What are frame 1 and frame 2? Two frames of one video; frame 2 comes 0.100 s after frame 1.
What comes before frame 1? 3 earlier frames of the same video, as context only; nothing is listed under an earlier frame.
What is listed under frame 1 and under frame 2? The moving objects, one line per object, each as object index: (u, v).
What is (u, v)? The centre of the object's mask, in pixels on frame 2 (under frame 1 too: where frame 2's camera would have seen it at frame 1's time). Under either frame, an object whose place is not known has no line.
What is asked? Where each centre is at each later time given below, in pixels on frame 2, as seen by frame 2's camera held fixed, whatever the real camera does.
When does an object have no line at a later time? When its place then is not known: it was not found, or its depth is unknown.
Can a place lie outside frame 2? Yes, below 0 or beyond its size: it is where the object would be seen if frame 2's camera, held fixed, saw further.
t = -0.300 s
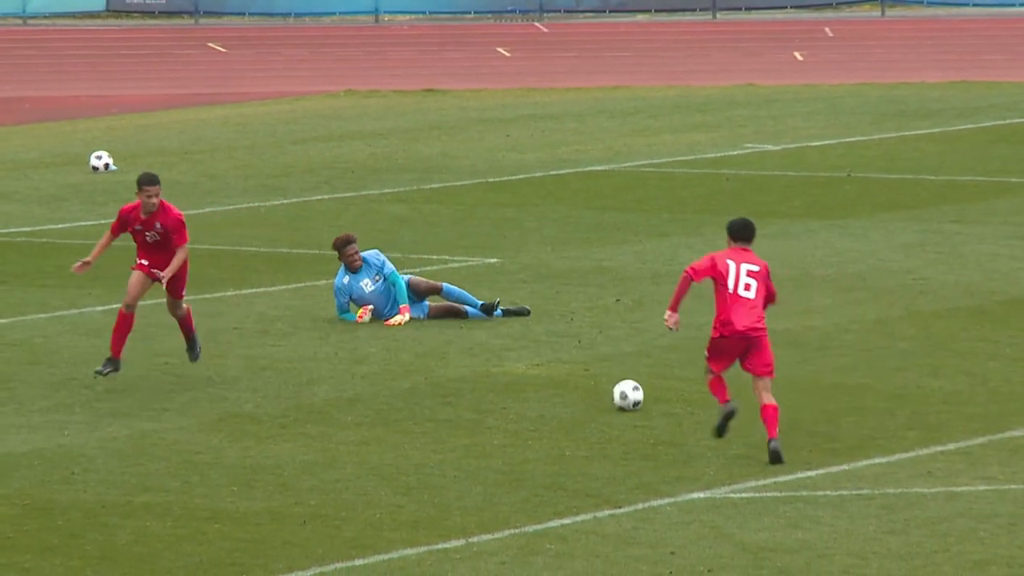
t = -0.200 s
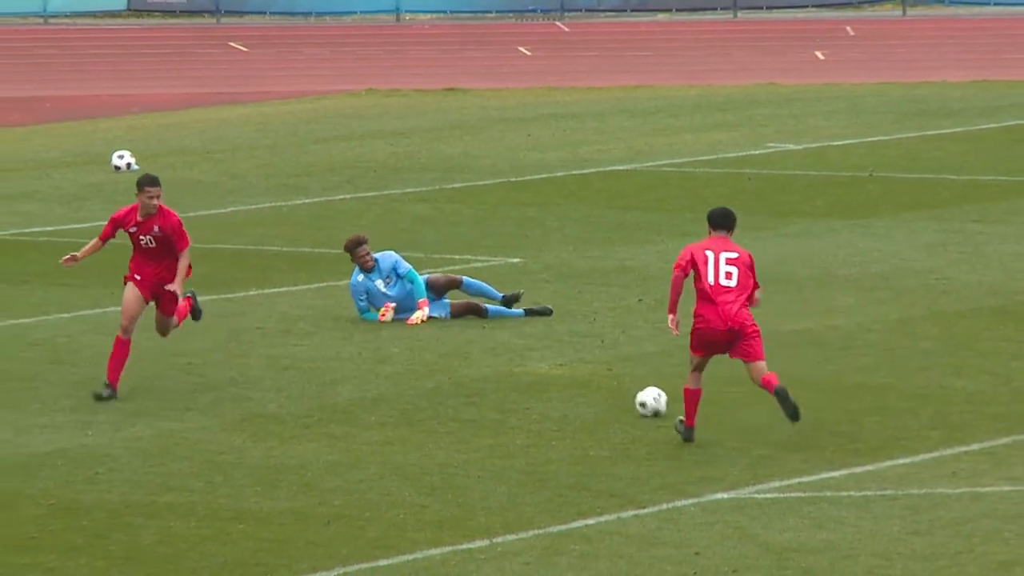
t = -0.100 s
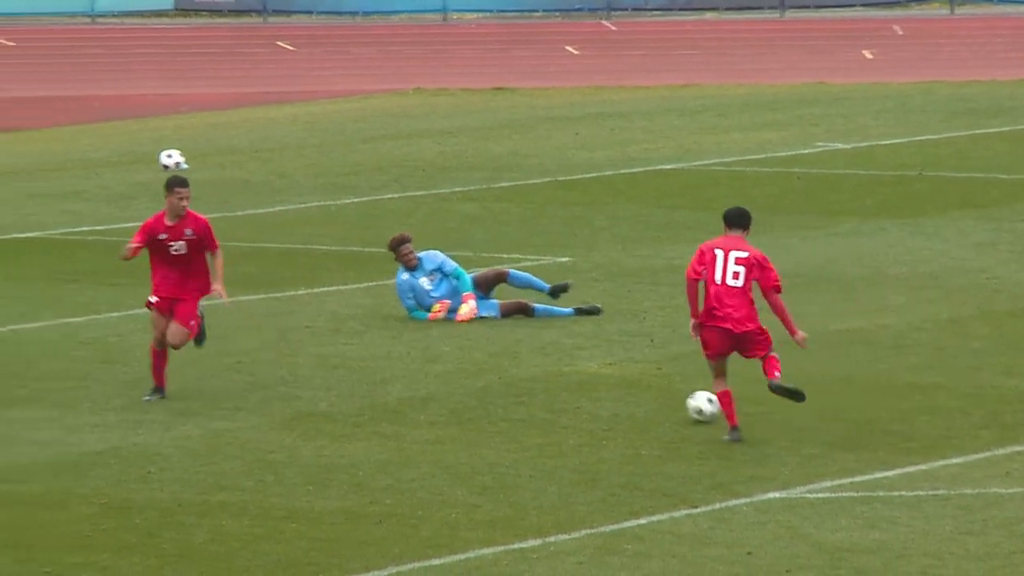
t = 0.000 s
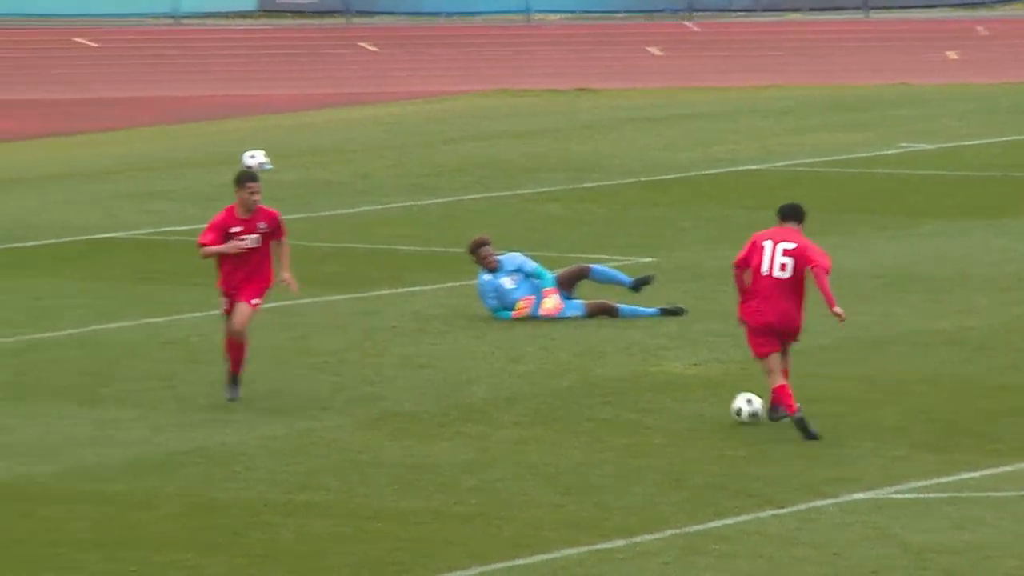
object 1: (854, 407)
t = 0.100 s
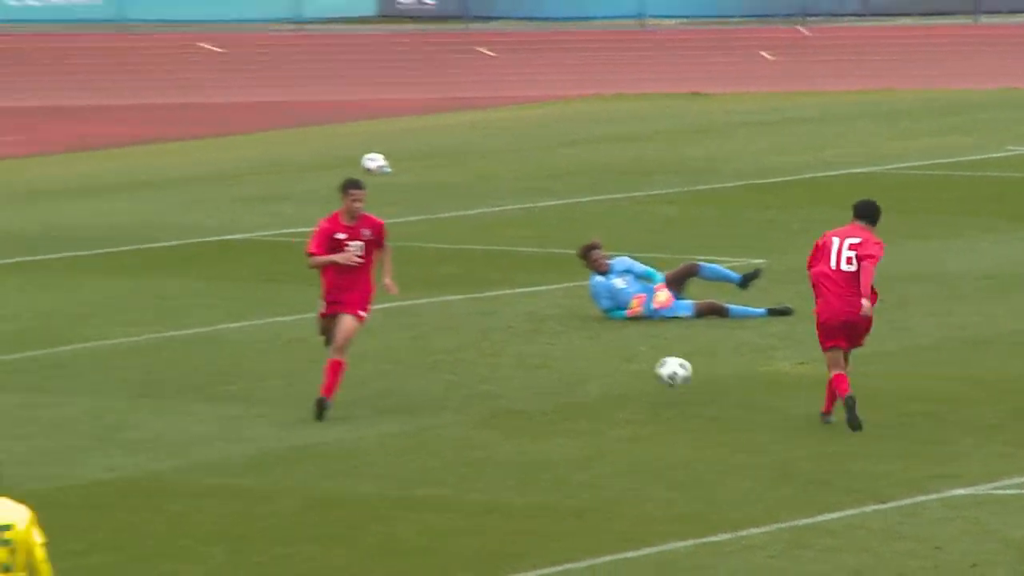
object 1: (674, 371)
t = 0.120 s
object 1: (641, 365)
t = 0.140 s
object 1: (606, 361)
